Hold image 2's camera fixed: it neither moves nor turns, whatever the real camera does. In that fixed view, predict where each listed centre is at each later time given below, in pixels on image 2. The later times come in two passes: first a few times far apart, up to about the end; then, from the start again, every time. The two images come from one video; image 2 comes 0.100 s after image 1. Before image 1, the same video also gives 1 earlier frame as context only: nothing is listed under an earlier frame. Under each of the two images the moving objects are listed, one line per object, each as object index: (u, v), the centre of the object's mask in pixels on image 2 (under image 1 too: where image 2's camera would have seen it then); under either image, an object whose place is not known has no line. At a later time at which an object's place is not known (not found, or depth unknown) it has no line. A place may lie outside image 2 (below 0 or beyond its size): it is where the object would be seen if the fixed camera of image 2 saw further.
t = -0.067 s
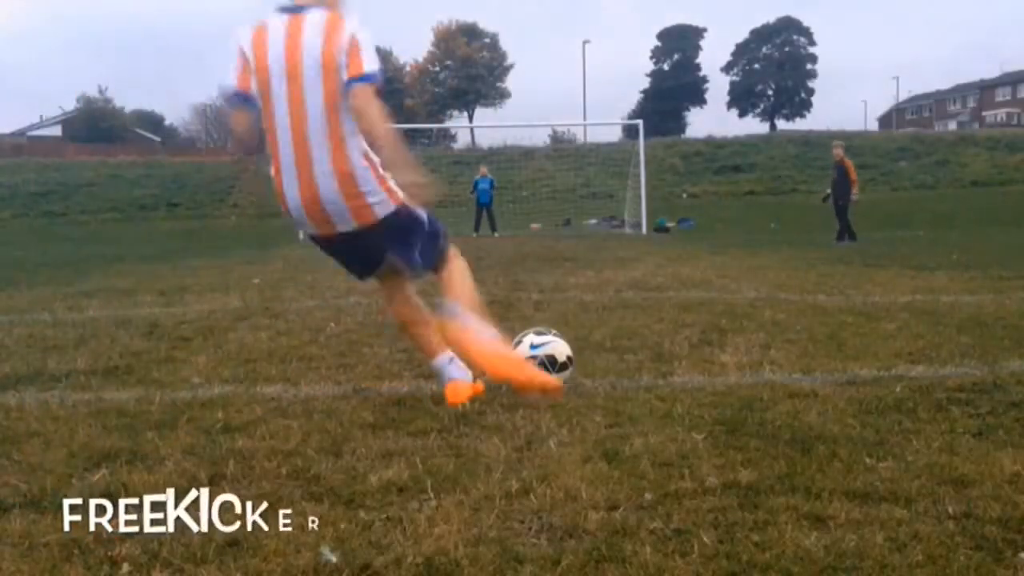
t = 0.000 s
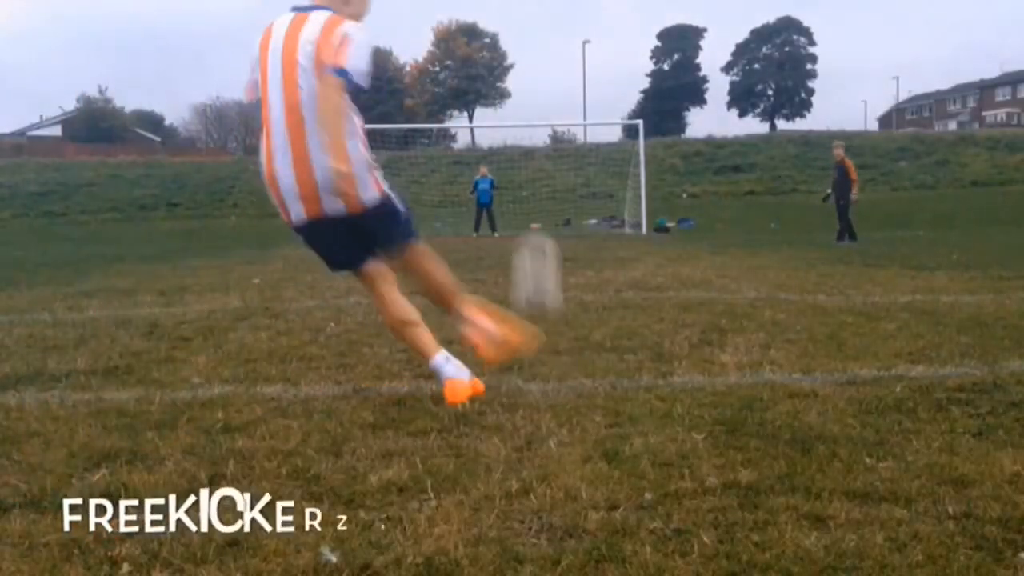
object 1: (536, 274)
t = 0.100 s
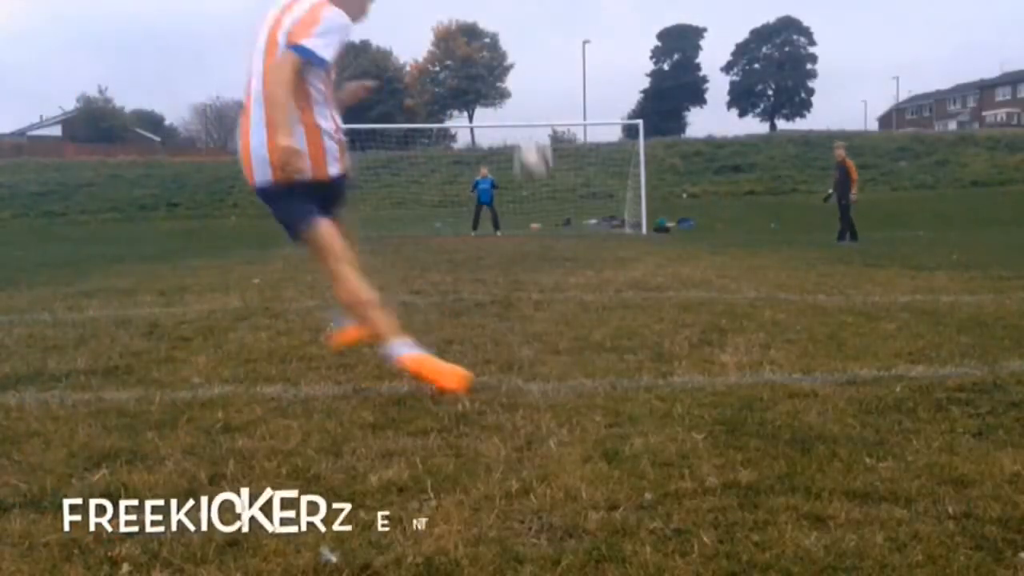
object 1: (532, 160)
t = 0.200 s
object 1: (536, 105)
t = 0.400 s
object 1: (547, 63)
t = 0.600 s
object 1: (561, 64)
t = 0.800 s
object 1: (574, 80)
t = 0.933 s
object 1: (584, 97)
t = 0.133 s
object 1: (536, 135)
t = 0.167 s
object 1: (535, 118)
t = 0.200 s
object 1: (536, 105)
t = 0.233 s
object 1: (538, 92)
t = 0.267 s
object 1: (539, 82)
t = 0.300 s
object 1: (541, 75)
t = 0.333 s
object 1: (544, 70)
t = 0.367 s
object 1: (545, 66)
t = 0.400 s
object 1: (547, 63)
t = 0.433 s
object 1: (549, 63)
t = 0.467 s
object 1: (552, 60)
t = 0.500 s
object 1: (553, 60)
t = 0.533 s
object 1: (555, 61)
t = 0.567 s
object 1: (558, 62)
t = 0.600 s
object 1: (561, 64)
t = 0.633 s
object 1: (563, 65)
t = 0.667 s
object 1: (565, 67)
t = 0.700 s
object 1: (567, 70)
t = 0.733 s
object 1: (570, 73)
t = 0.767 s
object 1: (572, 76)
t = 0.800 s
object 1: (574, 80)
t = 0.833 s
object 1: (577, 85)
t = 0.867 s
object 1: (578, 89)
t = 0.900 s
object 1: (581, 94)
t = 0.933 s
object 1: (584, 97)
